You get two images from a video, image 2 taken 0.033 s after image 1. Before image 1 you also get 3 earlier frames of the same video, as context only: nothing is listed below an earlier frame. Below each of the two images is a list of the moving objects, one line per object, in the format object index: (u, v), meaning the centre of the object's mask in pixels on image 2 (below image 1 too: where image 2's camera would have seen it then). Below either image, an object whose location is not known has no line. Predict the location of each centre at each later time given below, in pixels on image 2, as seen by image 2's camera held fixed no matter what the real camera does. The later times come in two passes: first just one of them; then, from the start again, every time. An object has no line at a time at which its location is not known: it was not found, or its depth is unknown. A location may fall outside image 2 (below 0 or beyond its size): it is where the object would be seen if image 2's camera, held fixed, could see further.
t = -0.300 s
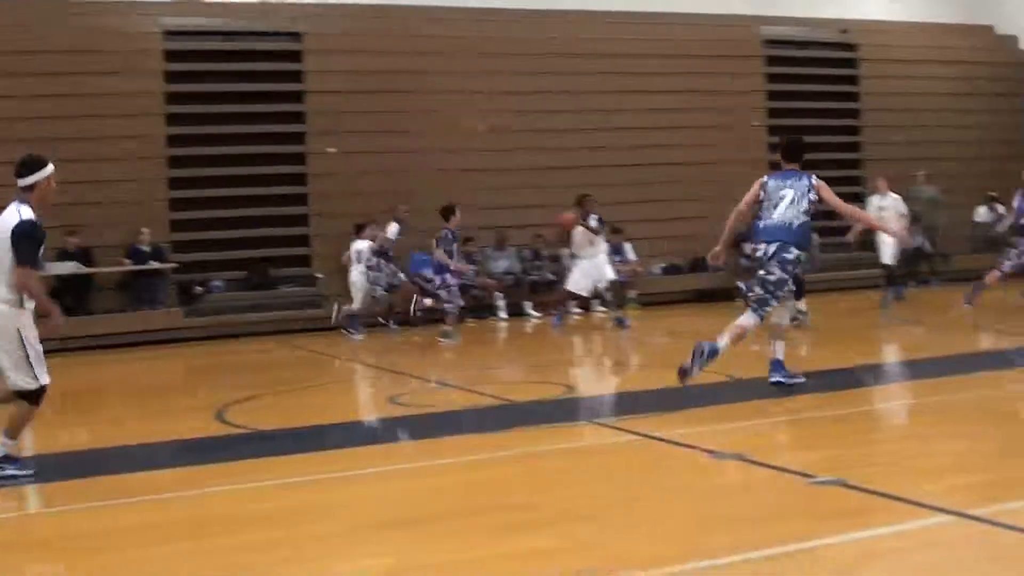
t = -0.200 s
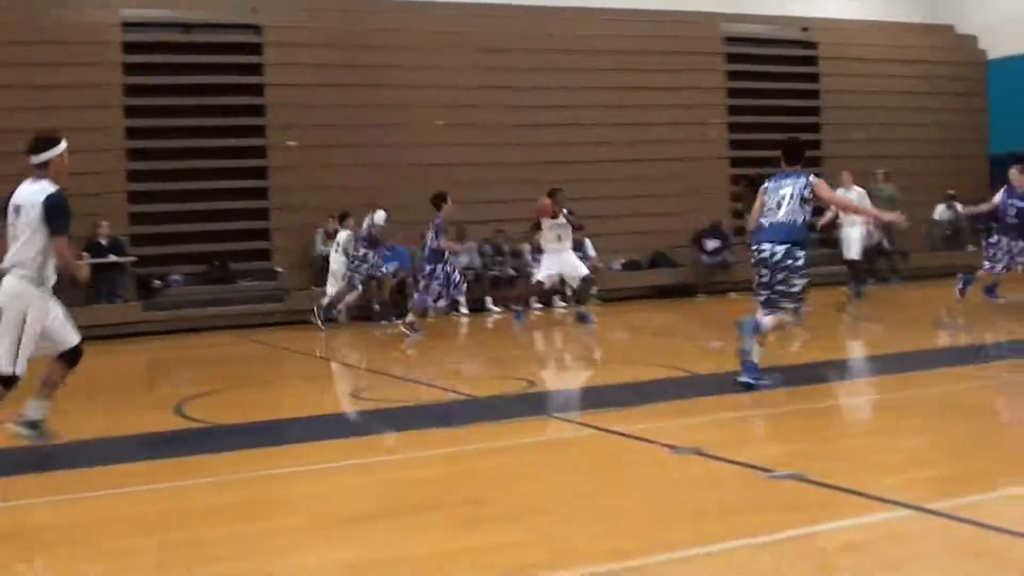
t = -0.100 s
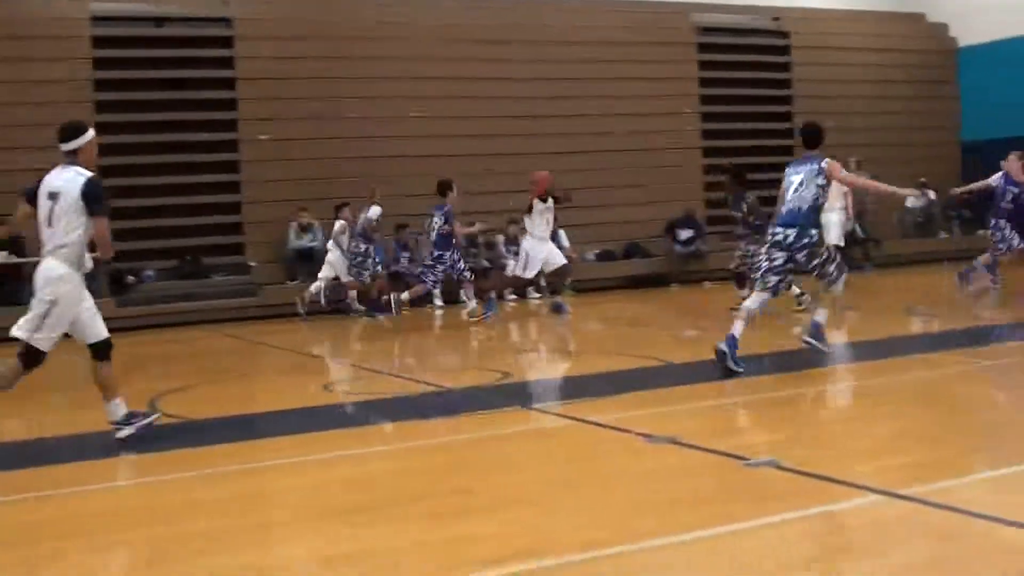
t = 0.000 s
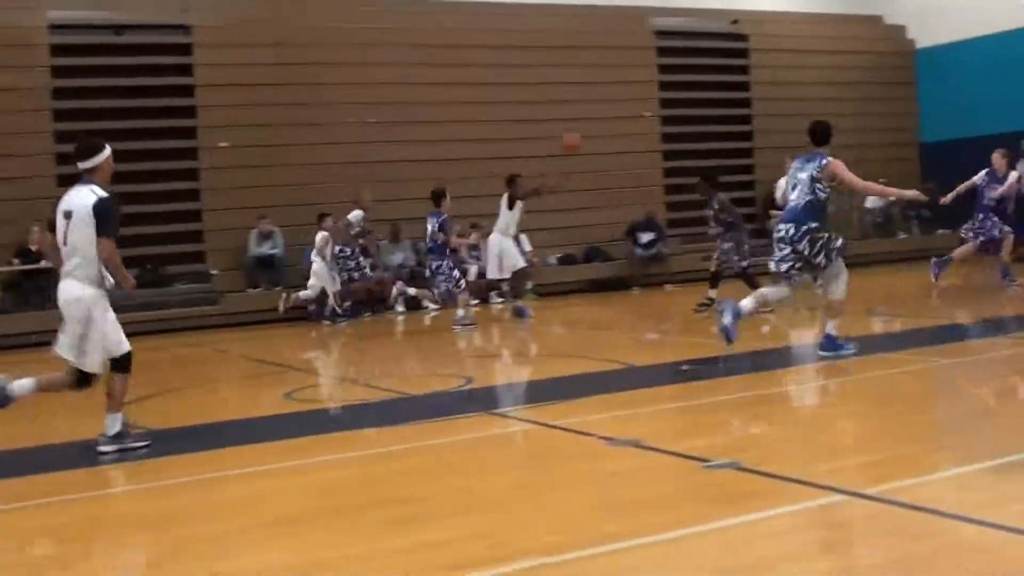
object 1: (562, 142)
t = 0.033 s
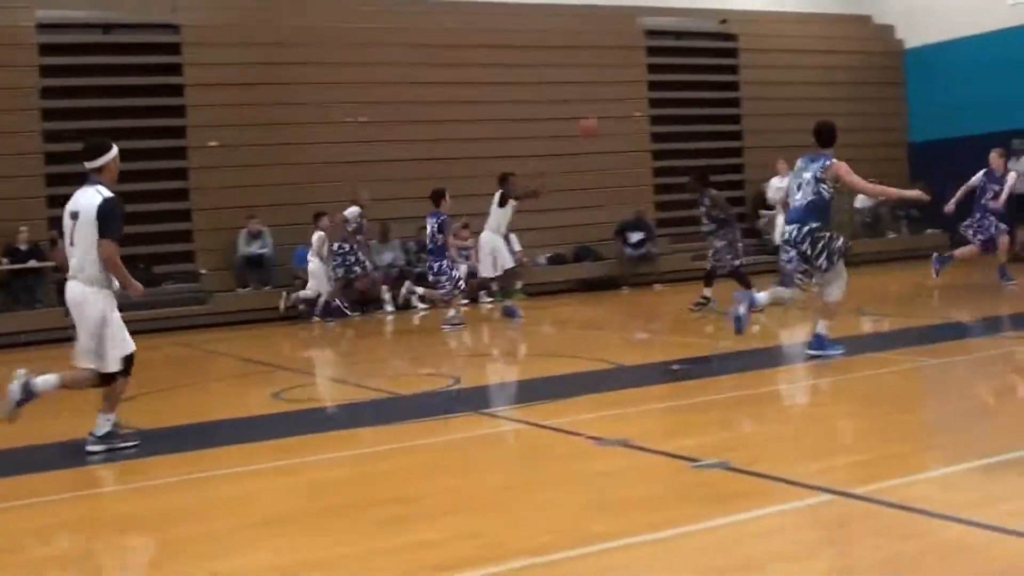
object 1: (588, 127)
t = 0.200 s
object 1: (737, 70)
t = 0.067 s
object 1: (617, 116)
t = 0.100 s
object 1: (647, 103)
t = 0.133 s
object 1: (675, 91)
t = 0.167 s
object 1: (706, 82)
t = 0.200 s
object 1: (737, 70)
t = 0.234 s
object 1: (766, 61)
